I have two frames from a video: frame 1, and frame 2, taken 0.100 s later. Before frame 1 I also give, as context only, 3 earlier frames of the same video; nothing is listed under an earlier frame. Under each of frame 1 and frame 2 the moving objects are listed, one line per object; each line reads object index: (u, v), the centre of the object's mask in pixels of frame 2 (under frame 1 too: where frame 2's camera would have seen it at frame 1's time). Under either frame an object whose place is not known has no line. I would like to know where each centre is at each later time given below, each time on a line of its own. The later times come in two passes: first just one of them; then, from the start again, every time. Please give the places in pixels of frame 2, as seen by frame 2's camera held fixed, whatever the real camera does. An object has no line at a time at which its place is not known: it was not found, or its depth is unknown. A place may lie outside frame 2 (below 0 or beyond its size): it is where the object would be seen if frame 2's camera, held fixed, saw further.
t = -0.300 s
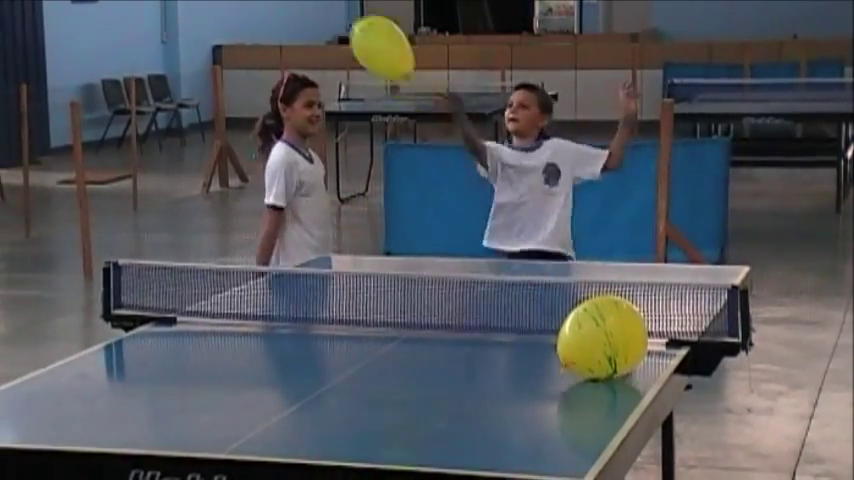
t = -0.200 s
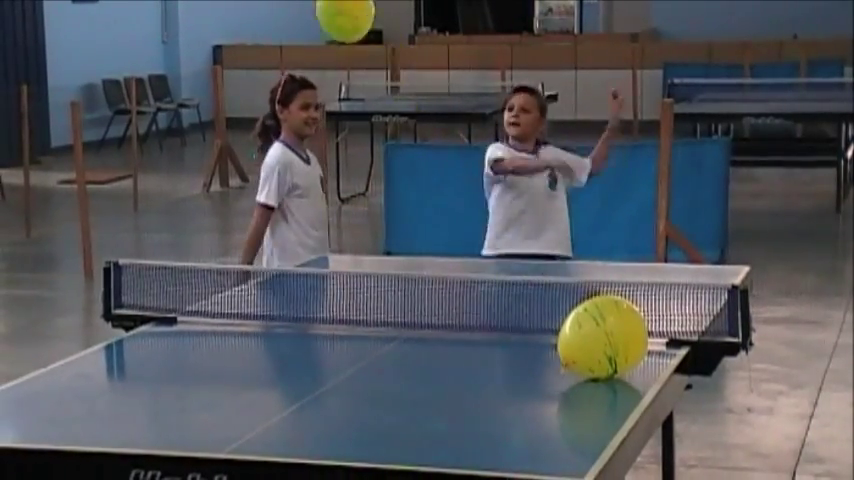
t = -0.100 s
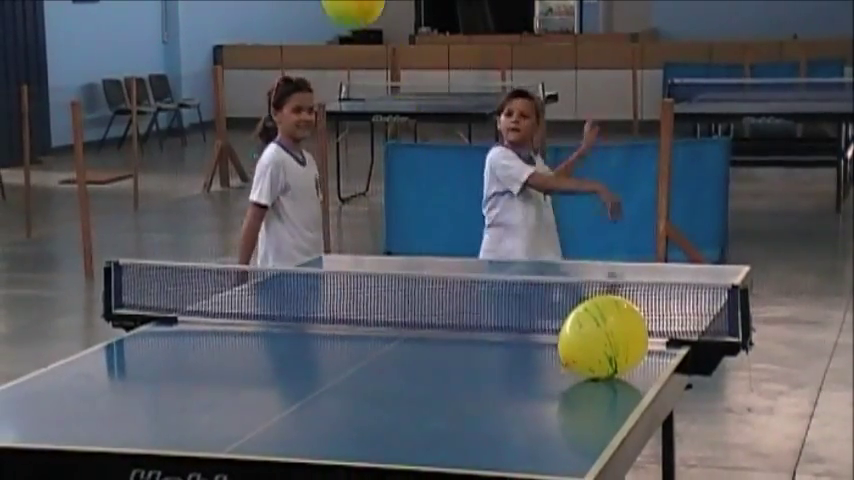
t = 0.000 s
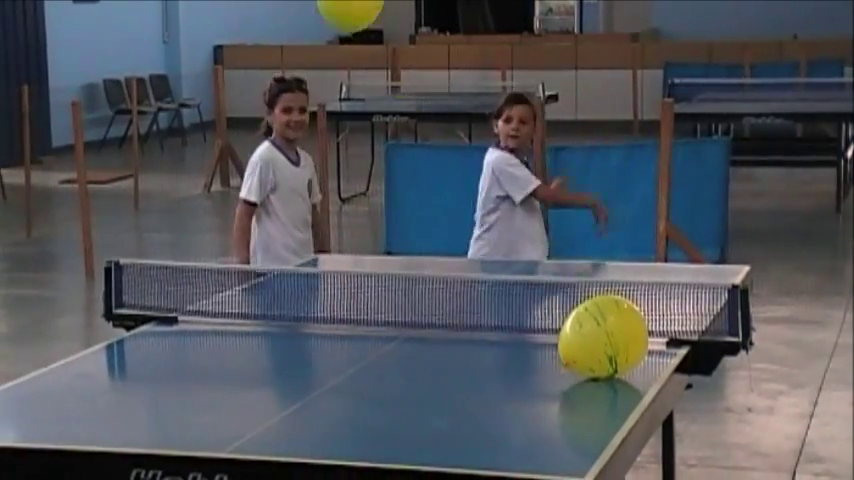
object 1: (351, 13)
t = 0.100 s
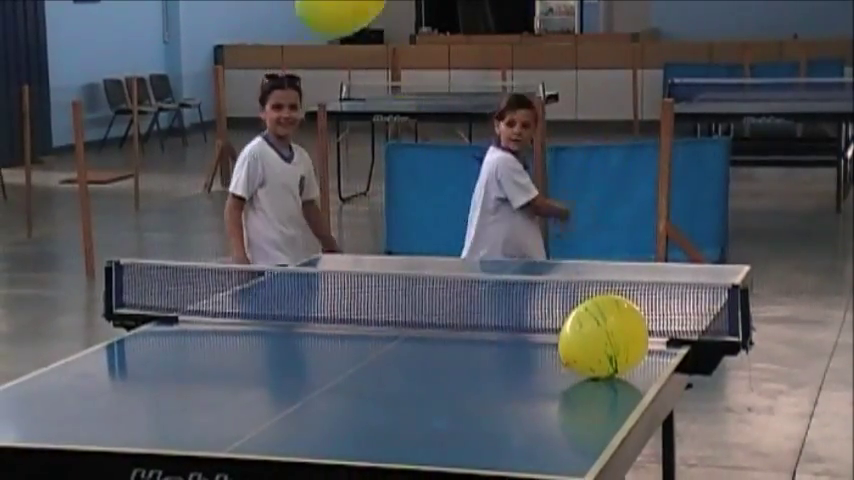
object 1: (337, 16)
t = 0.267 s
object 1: (327, 53)
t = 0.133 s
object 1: (337, 19)
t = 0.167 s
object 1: (337, 25)
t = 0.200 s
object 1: (330, 30)
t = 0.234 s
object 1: (330, 41)
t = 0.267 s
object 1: (327, 53)
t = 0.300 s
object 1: (322, 65)
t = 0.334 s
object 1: (318, 79)
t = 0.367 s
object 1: (317, 92)
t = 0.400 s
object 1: (314, 106)
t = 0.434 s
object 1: (313, 122)
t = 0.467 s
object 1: (309, 140)
